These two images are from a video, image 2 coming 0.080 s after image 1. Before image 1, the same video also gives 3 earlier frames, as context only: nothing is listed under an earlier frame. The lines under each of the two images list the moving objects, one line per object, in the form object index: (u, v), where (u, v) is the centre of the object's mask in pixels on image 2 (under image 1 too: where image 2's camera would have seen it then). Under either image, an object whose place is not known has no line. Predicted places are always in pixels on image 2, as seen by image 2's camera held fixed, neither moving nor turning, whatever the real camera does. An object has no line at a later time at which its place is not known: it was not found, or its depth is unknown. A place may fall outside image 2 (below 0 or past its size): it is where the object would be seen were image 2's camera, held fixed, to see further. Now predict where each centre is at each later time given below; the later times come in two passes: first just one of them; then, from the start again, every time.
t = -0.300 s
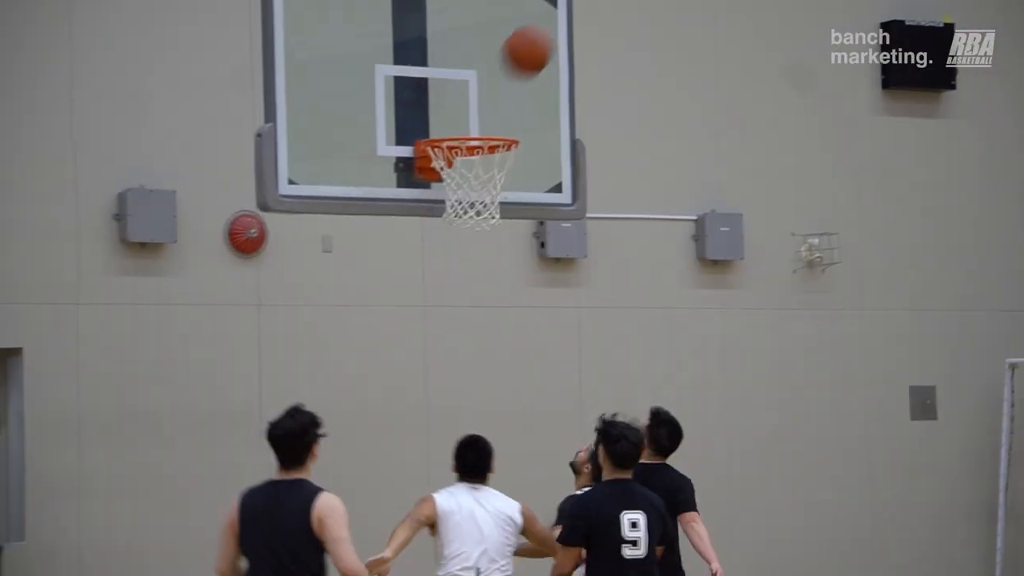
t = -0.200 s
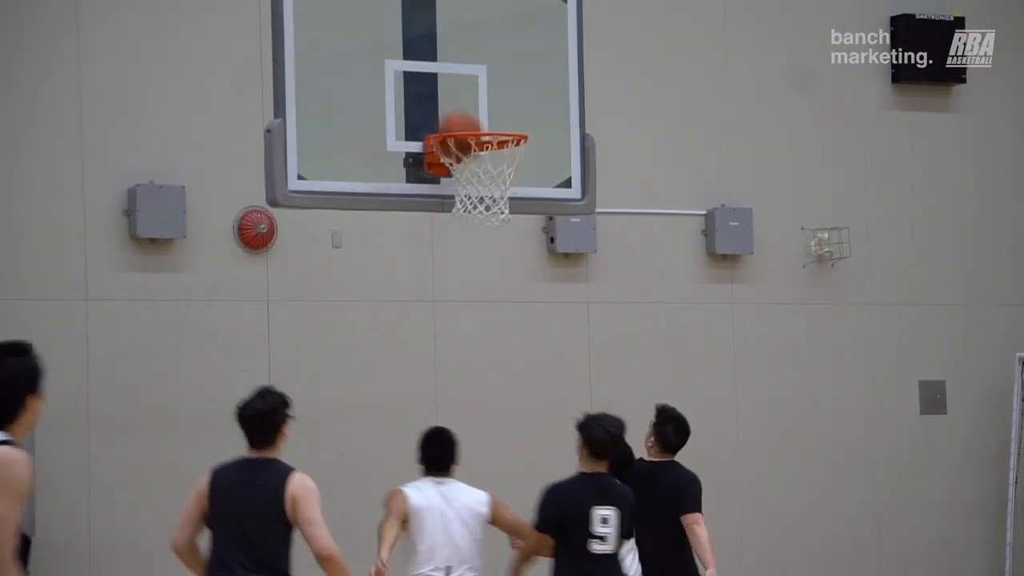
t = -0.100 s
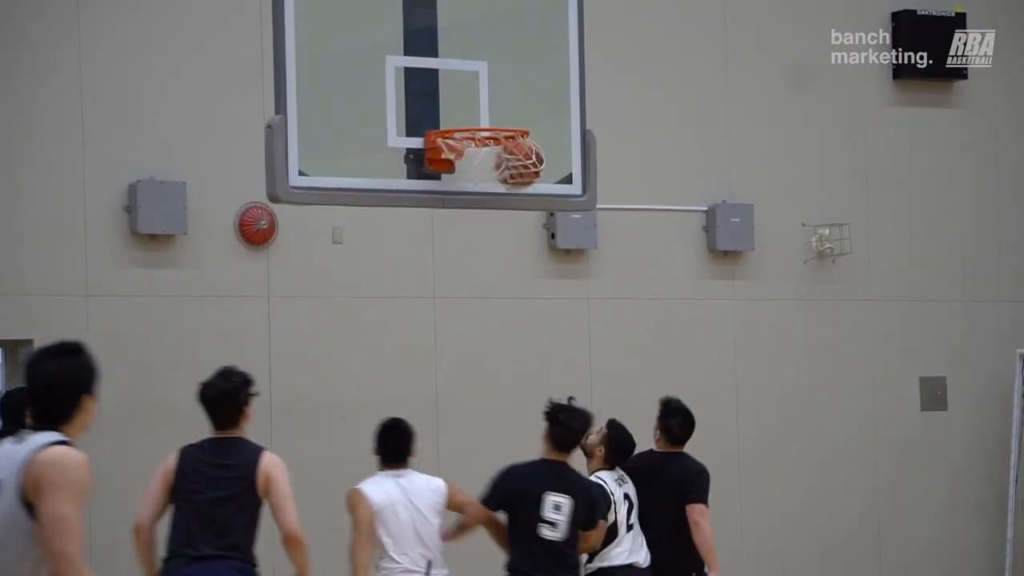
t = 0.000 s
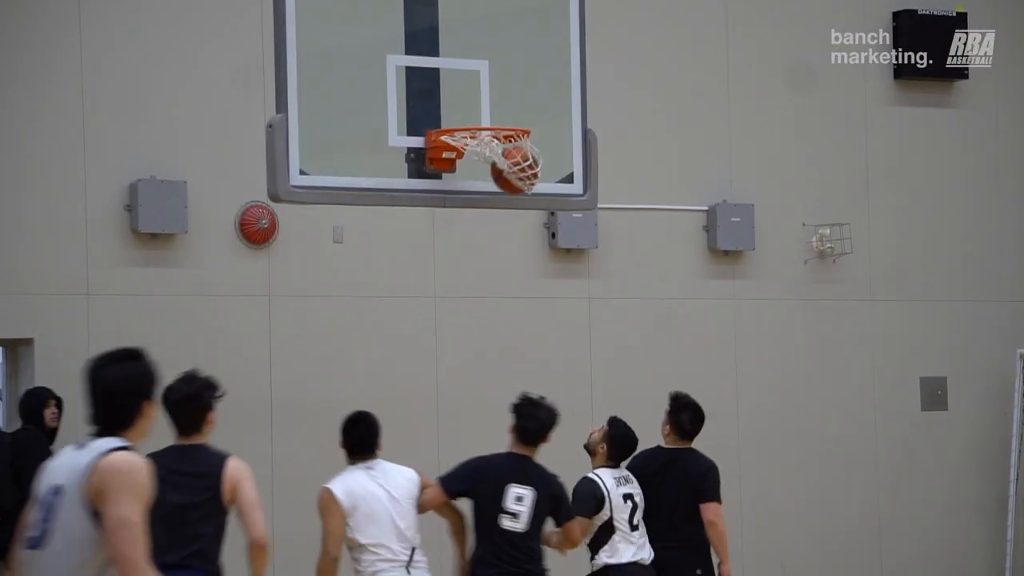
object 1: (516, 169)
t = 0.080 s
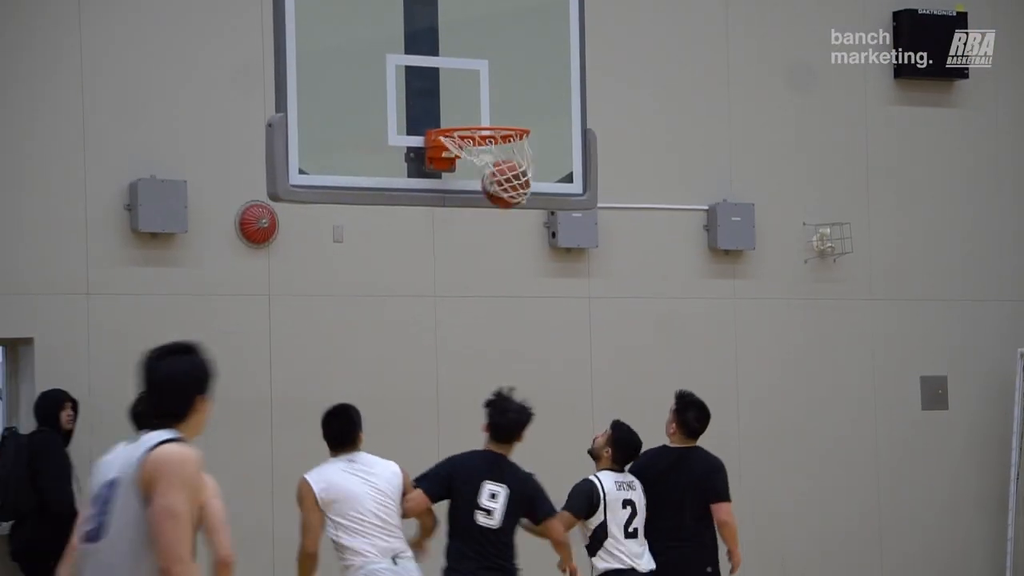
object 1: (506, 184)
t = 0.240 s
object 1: (477, 239)
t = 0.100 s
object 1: (503, 188)
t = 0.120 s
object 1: (499, 193)
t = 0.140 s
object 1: (495, 199)
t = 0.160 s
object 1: (490, 207)
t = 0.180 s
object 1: (487, 220)
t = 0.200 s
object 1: (483, 224)
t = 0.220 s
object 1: (481, 230)
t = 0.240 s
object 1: (477, 239)
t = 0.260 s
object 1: (474, 248)
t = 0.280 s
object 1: (471, 261)
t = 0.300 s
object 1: (468, 273)
